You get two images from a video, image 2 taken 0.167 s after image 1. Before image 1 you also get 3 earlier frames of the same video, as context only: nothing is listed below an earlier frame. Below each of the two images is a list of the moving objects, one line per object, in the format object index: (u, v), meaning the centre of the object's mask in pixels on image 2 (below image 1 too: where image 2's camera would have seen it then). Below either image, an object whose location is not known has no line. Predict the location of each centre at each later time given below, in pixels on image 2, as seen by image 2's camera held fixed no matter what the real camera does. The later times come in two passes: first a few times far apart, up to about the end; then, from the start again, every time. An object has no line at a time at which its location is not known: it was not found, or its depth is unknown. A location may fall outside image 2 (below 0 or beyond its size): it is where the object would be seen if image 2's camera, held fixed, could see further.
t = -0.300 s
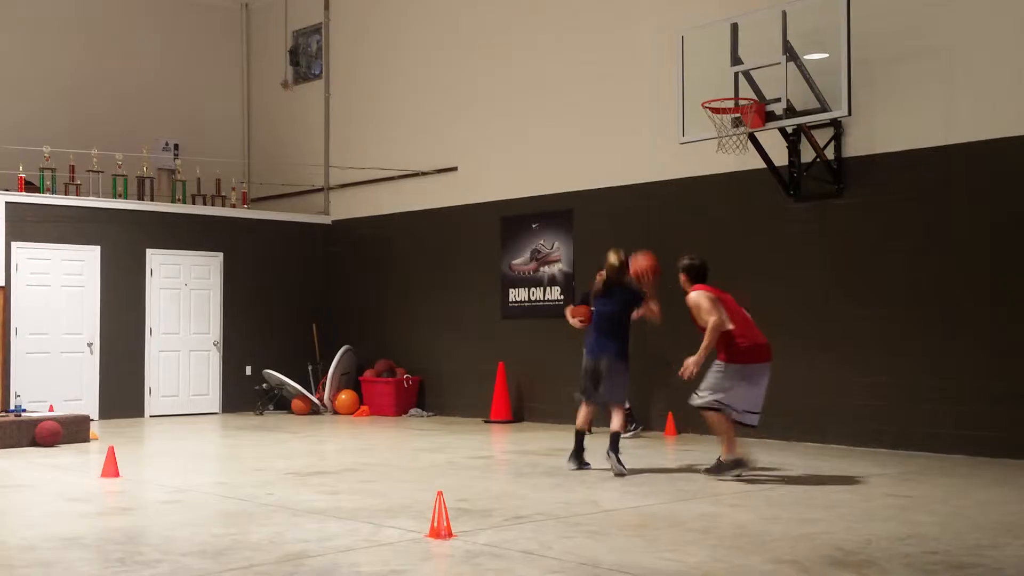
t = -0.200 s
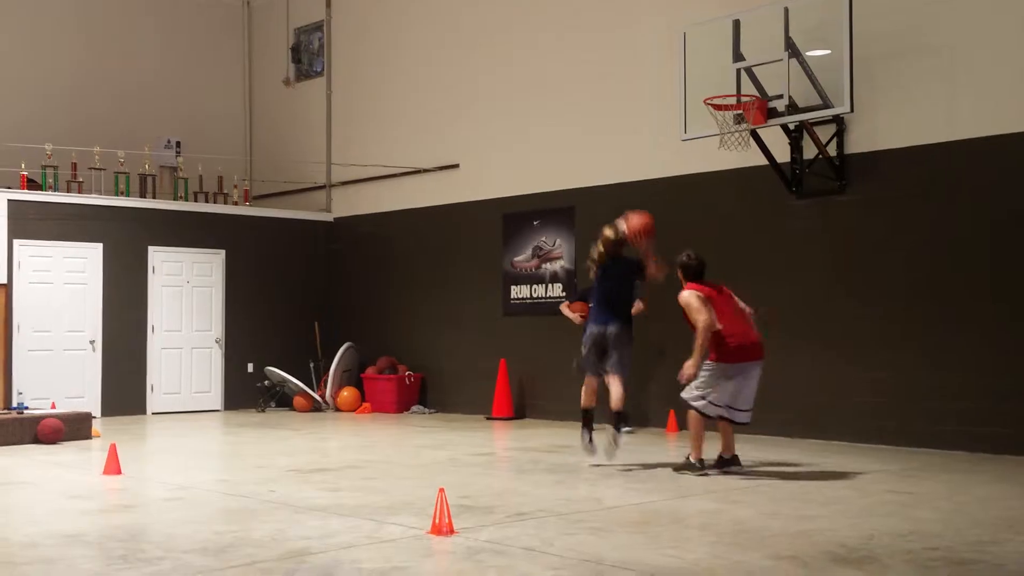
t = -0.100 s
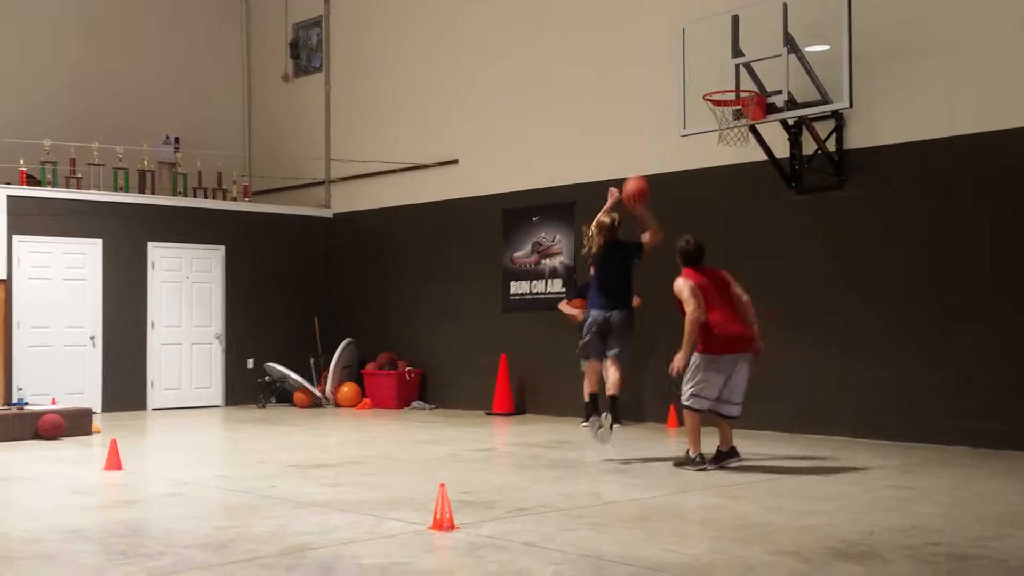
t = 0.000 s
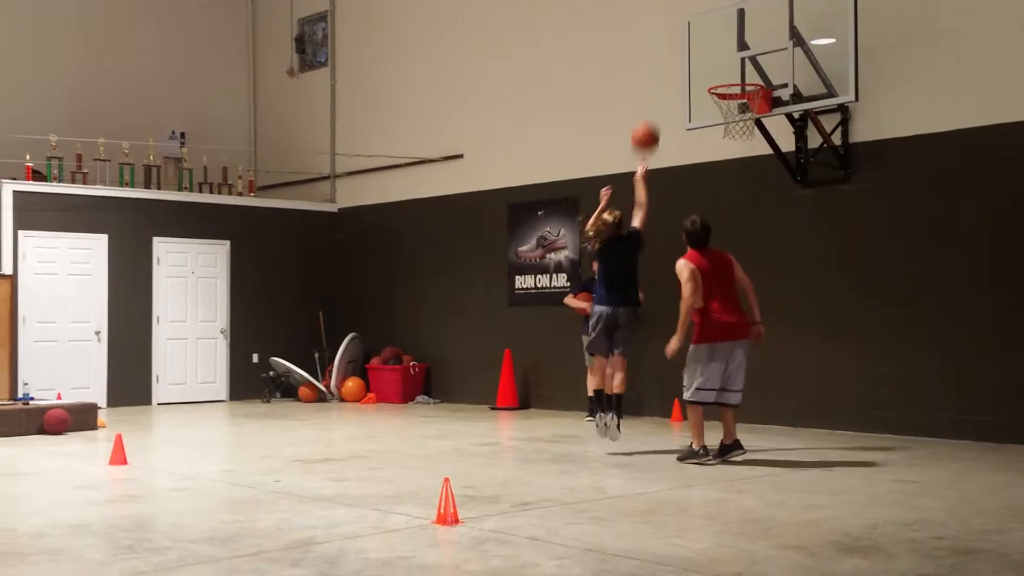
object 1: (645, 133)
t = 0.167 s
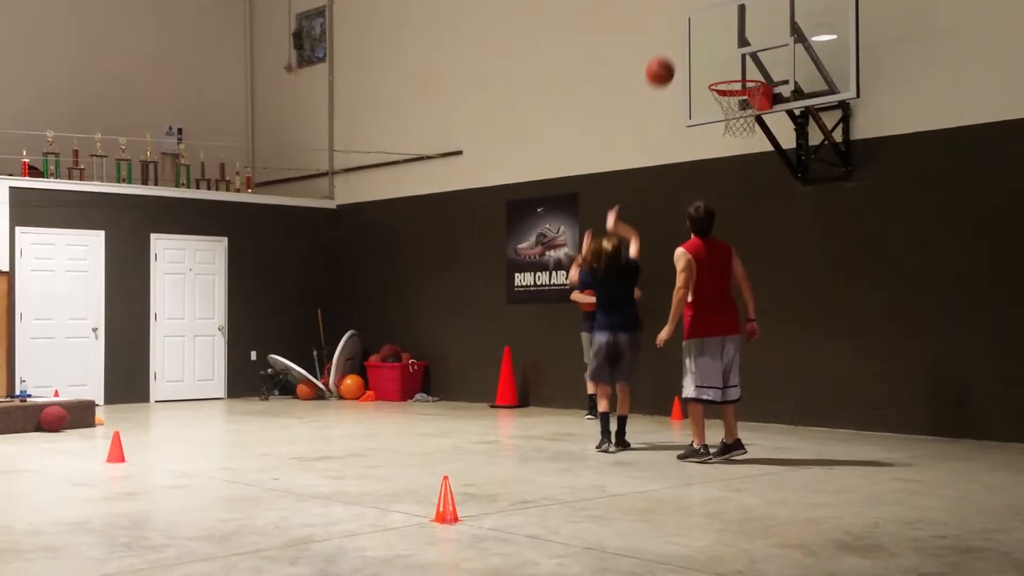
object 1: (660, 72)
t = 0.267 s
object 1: (669, 52)
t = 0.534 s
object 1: (691, 57)
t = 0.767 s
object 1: (675, 90)
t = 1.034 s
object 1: (630, 168)
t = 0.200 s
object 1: (663, 64)
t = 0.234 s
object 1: (665, 57)
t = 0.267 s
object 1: (669, 52)
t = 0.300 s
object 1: (671, 48)
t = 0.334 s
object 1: (674, 46)
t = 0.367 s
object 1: (677, 45)
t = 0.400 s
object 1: (679, 45)
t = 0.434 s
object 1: (683, 46)
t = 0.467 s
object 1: (685, 48)
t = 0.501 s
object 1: (688, 52)
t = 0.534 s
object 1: (691, 57)
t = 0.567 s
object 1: (693, 63)
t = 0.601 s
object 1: (696, 70)
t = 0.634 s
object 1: (698, 78)
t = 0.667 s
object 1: (693, 80)
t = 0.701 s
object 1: (687, 82)
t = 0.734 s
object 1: (681, 85)
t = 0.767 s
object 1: (675, 90)
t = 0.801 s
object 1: (670, 96)
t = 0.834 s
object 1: (664, 102)
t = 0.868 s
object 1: (658, 111)
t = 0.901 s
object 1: (653, 120)
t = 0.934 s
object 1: (647, 130)
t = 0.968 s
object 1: (642, 141)
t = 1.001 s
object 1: (637, 153)
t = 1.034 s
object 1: (630, 168)
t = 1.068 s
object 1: (624, 183)
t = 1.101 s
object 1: (620, 197)
